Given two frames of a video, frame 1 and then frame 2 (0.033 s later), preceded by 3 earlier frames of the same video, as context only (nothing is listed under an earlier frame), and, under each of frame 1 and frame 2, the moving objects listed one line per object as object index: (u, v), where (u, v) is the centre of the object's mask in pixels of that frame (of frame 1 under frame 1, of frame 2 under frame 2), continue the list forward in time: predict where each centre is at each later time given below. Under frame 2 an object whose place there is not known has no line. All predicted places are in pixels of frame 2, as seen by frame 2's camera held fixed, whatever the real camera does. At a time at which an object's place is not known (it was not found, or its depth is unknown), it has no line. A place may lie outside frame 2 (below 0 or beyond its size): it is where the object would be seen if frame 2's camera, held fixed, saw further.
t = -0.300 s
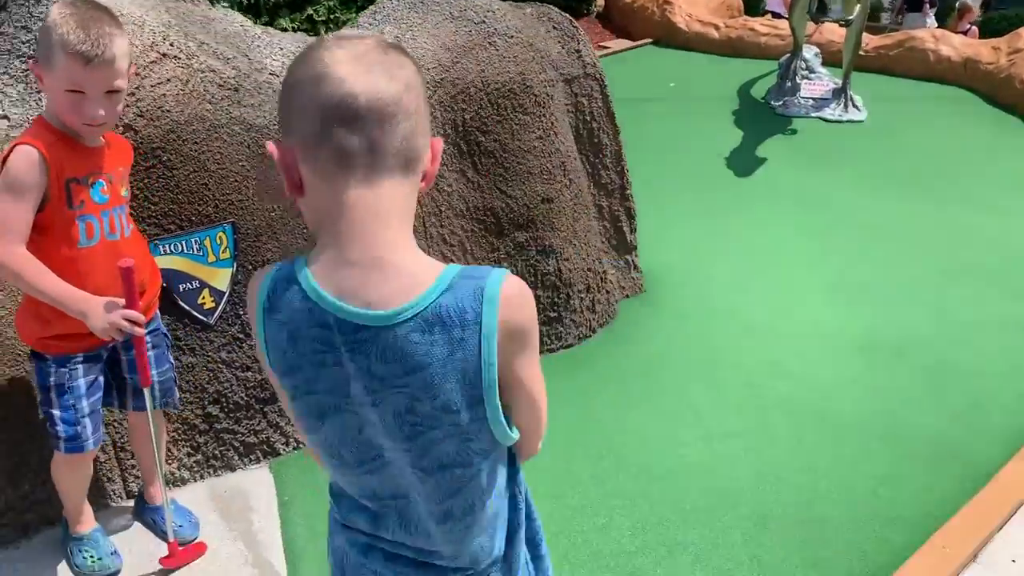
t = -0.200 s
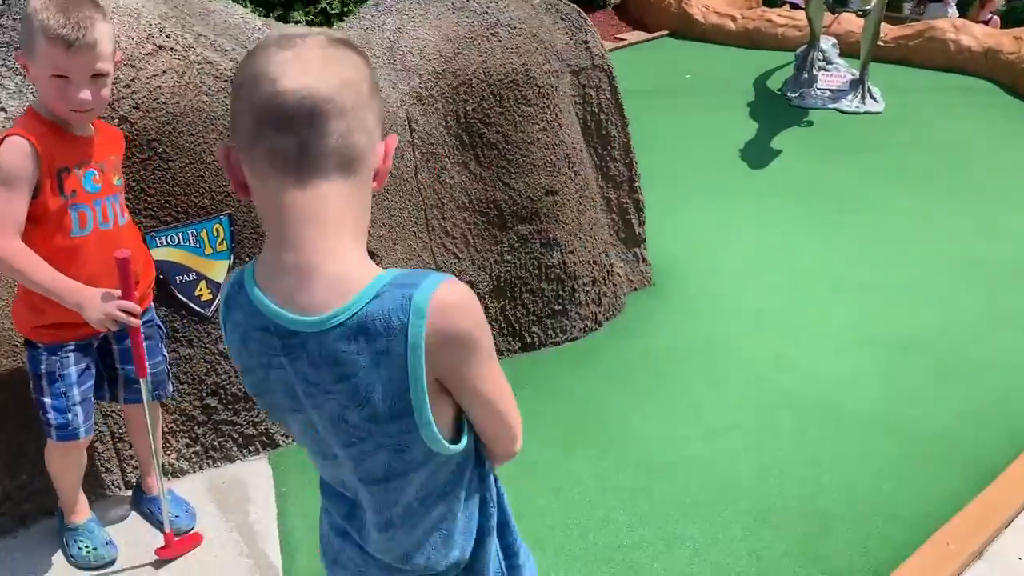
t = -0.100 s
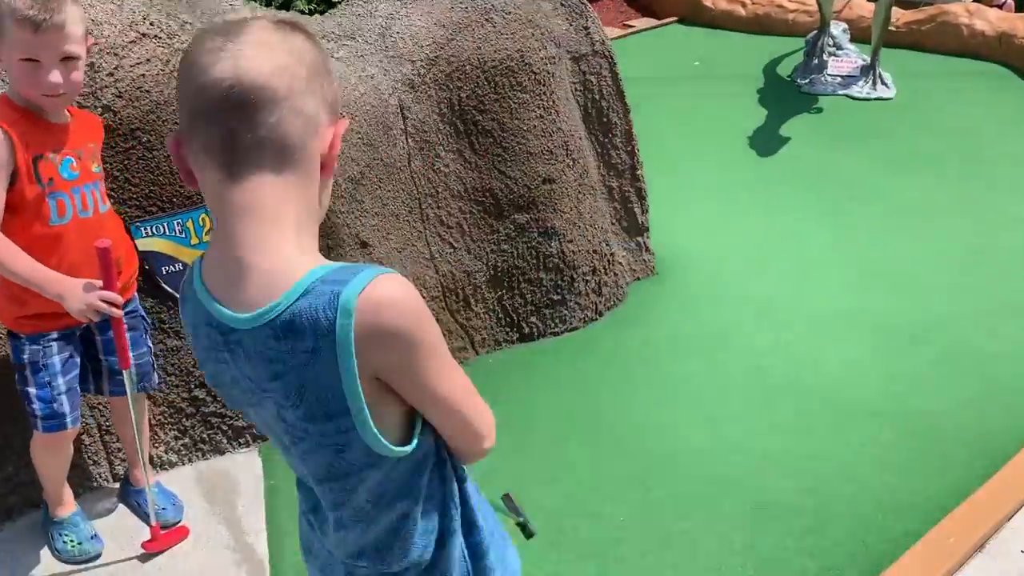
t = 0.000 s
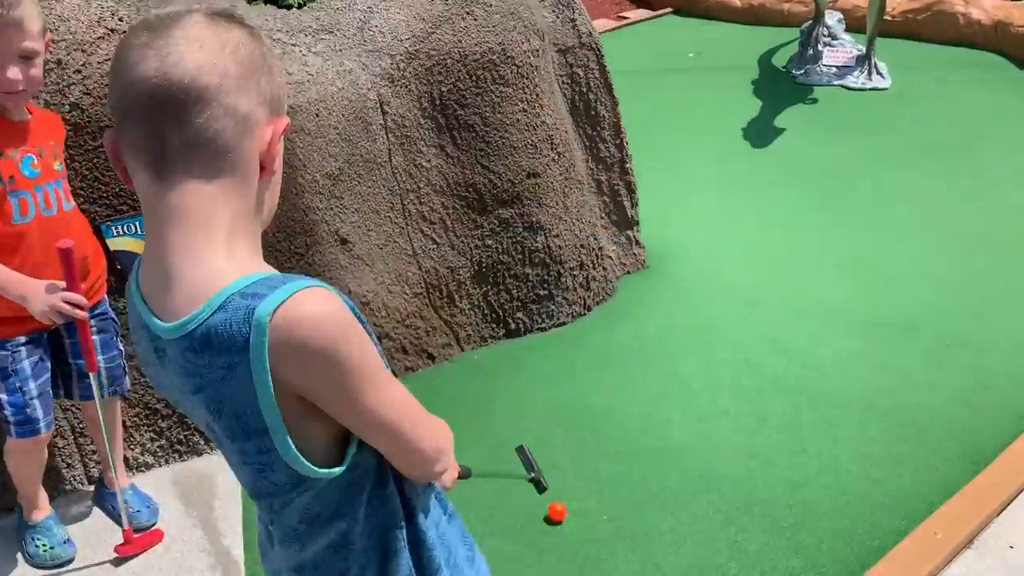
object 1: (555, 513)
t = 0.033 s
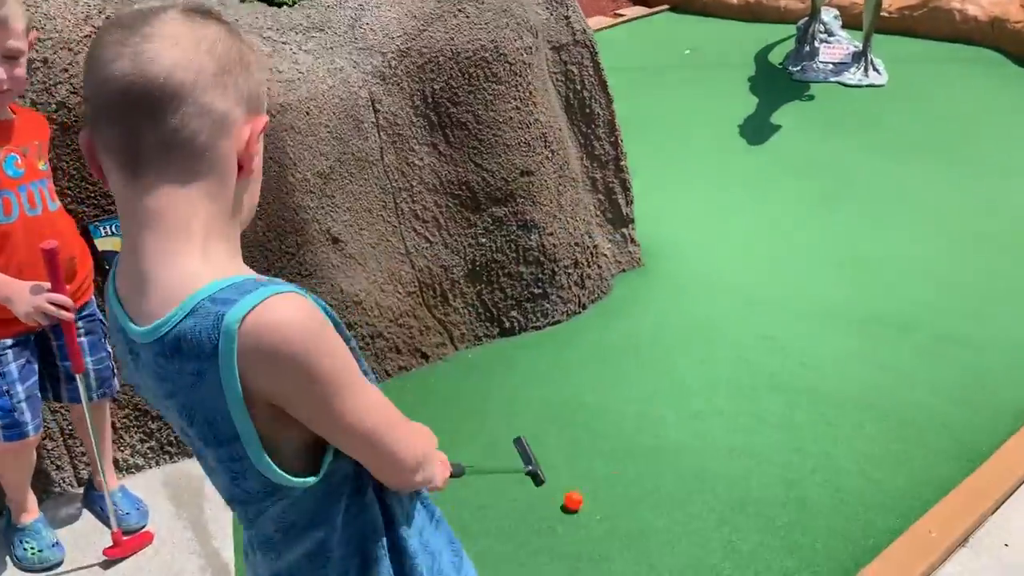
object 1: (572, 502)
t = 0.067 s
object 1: (593, 492)
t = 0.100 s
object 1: (615, 482)
